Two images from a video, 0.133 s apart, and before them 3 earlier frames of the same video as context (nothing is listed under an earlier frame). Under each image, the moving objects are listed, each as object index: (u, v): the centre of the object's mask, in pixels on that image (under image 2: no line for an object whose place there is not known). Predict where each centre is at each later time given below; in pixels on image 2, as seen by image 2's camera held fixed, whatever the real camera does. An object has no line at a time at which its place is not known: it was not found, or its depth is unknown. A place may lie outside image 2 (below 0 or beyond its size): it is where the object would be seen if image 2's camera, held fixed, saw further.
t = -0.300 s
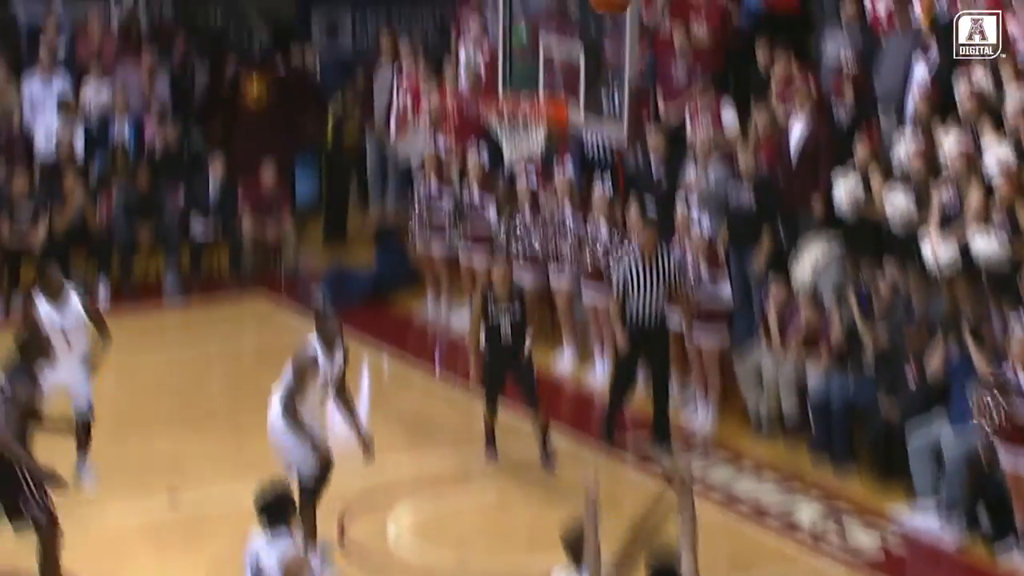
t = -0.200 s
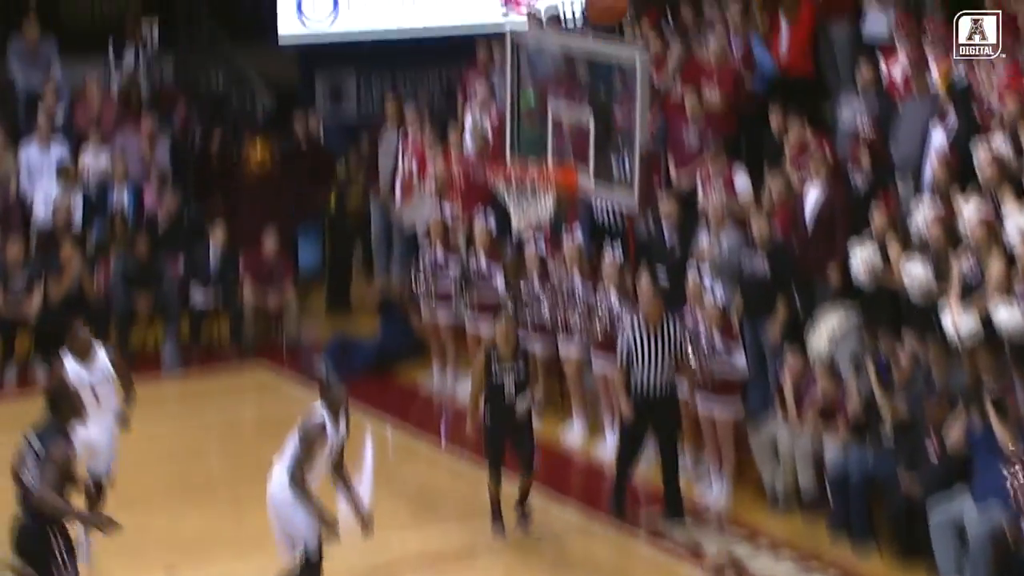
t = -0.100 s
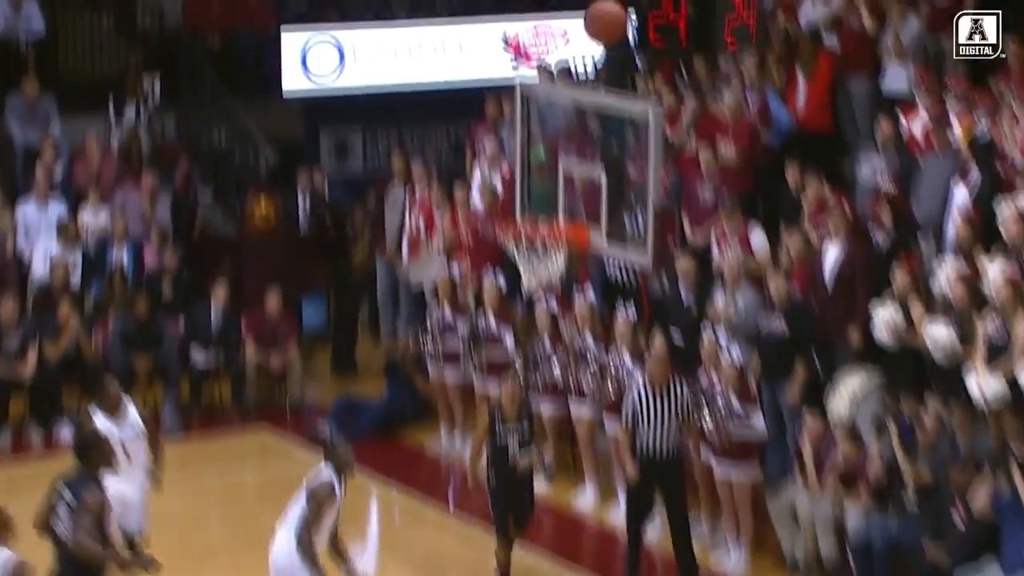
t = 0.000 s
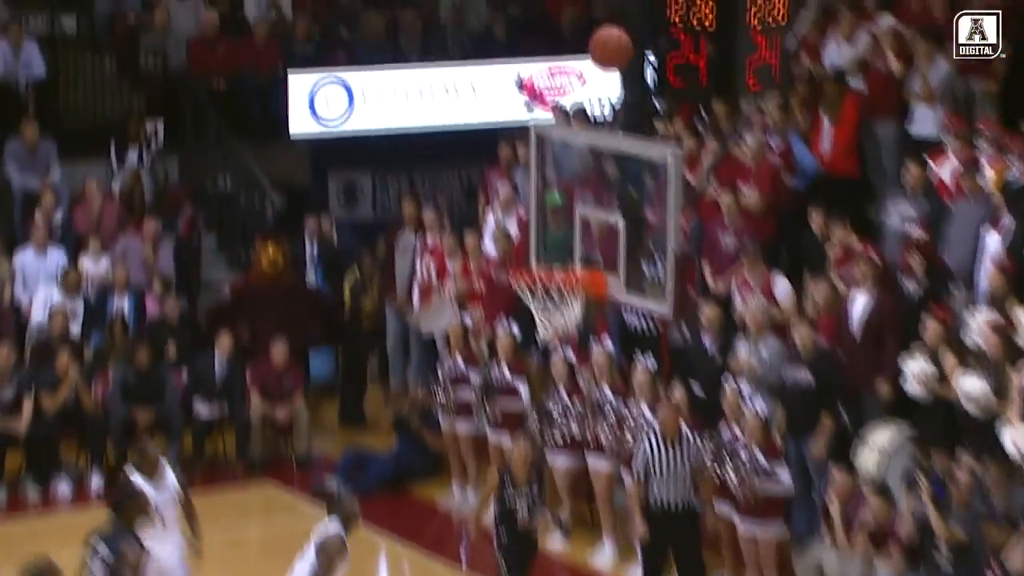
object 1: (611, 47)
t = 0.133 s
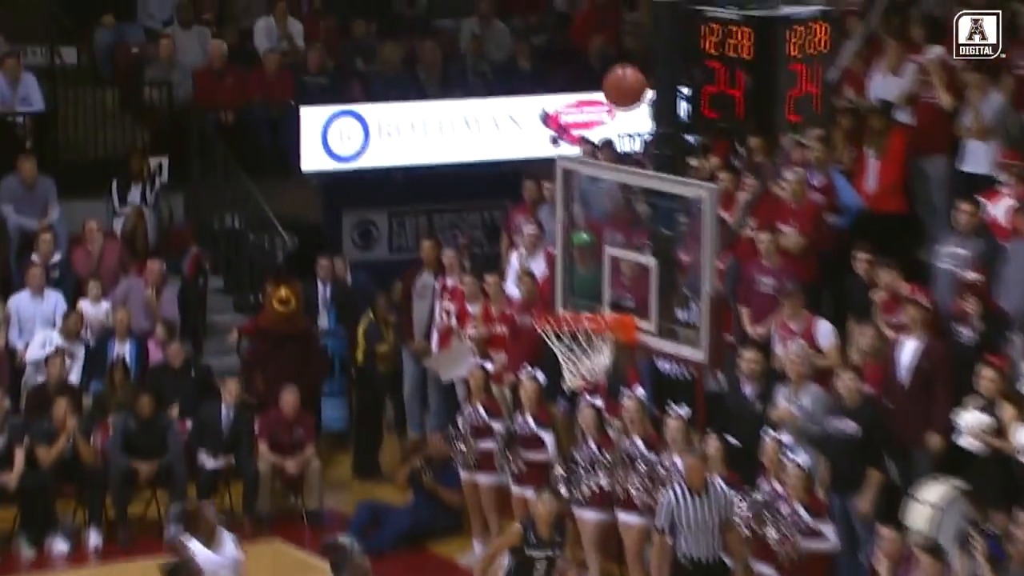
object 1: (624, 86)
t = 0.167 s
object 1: (621, 94)
